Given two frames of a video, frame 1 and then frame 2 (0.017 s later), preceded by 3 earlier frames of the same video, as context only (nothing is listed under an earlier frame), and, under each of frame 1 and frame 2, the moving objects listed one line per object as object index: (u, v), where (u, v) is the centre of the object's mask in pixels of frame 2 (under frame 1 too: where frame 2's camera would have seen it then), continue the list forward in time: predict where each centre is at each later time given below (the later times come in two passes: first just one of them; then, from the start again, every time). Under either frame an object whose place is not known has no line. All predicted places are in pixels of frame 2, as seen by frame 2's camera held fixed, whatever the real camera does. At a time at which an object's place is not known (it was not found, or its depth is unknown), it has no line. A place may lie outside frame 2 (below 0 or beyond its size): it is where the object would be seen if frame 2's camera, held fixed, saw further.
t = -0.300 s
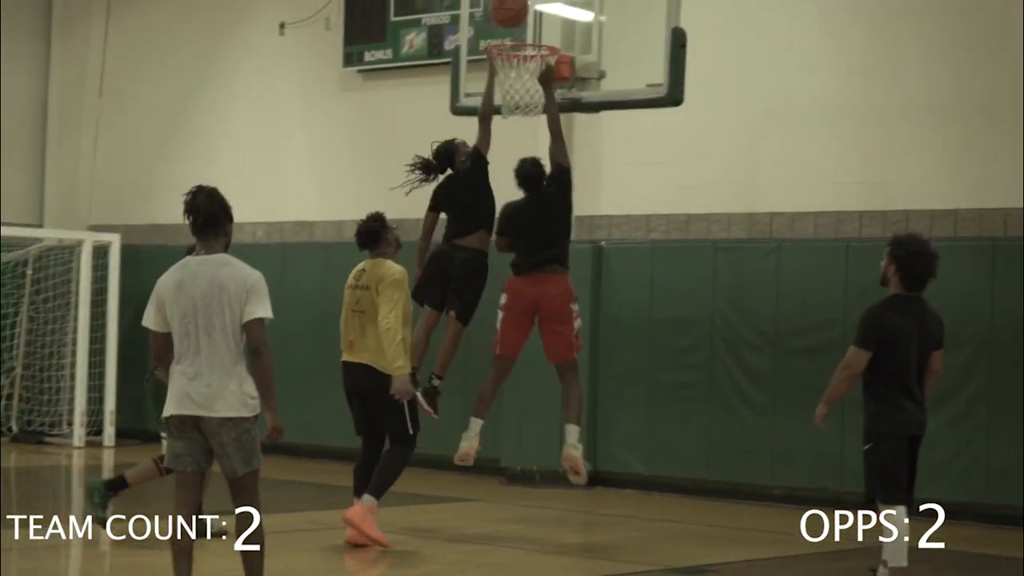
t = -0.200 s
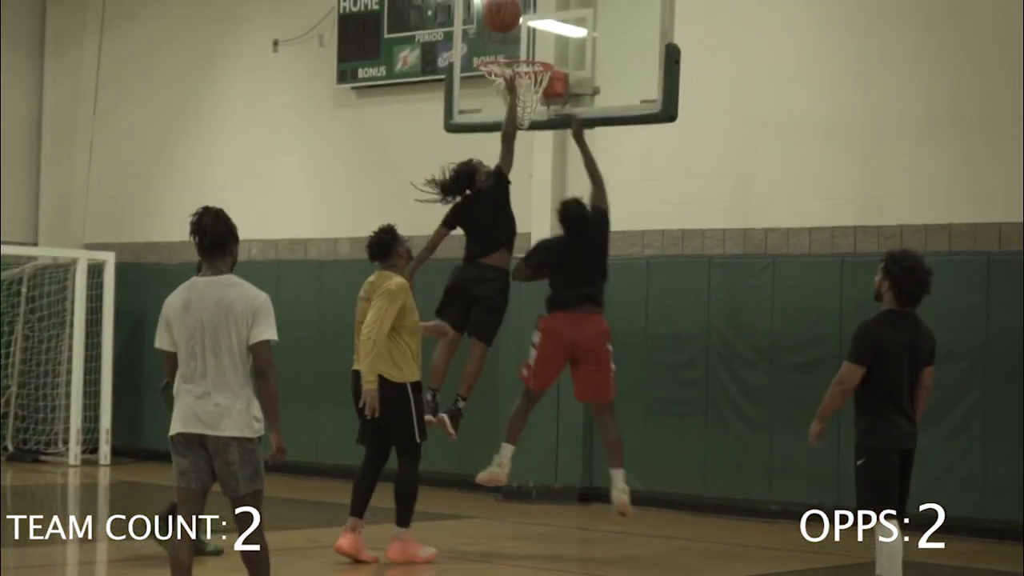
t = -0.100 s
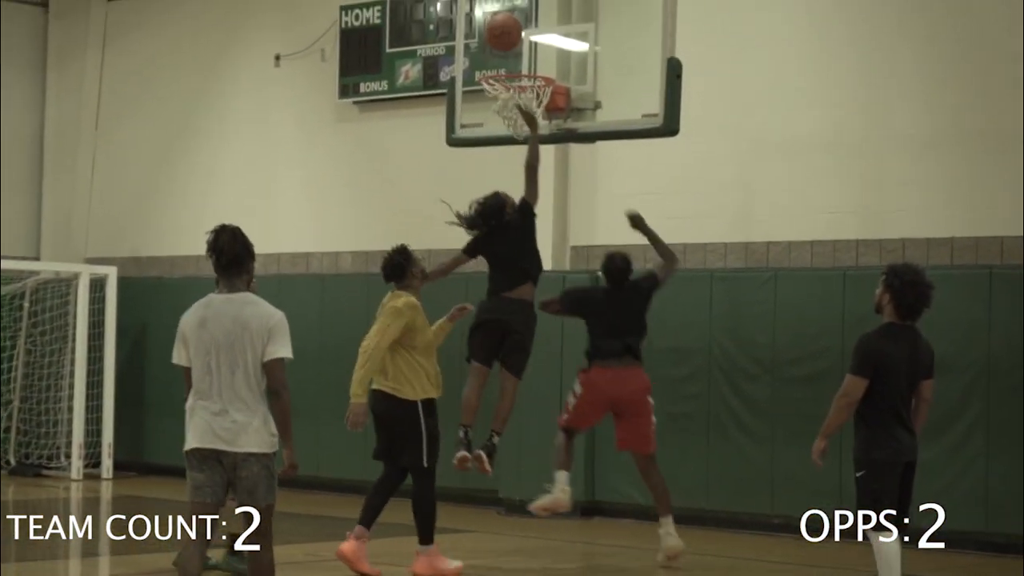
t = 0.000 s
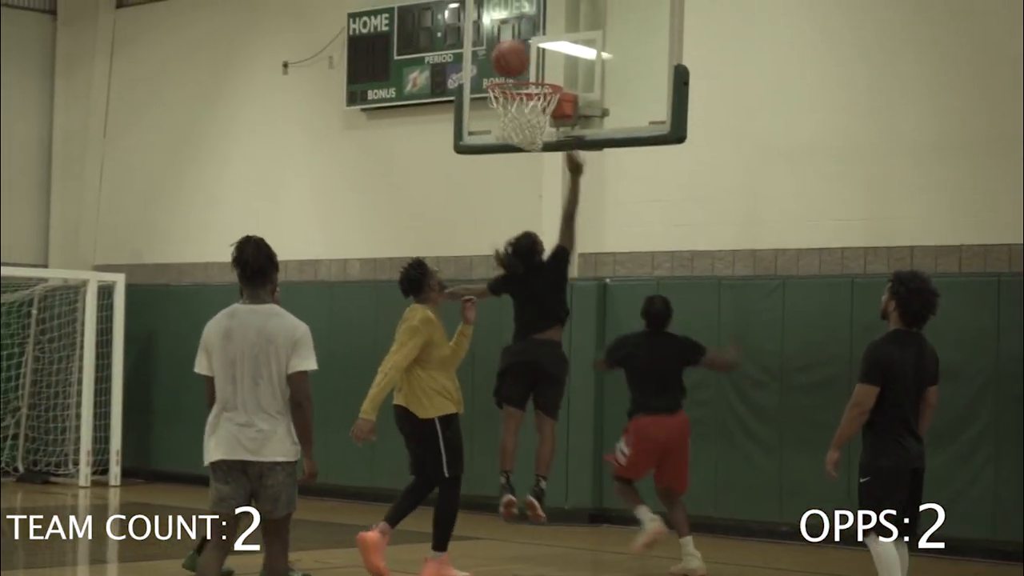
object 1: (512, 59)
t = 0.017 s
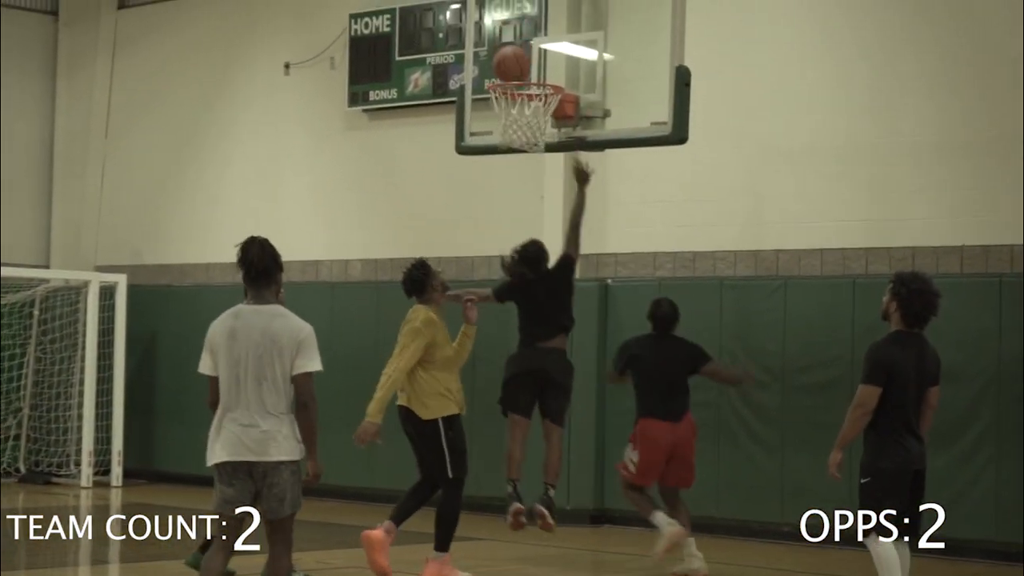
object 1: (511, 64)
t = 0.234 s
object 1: (519, 131)
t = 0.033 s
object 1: (511, 67)
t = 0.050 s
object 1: (511, 70)
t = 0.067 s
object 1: (510, 81)
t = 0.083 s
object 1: (510, 87)
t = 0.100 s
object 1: (510, 98)
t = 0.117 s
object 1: (509, 103)
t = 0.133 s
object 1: (510, 107)
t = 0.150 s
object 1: (510, 113)
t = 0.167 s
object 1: (511, 119)
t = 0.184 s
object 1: (513, 124)
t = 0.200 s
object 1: (515, 128)
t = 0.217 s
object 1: (517, 130)
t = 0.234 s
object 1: (519, 131)
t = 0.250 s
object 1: (521, 136)
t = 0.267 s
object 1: (522, 152)
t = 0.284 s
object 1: (523, 153)
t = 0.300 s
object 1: (524, 155)
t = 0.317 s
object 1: (527, 158)
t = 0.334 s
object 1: (528, 159)
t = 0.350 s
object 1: (530, 161)
